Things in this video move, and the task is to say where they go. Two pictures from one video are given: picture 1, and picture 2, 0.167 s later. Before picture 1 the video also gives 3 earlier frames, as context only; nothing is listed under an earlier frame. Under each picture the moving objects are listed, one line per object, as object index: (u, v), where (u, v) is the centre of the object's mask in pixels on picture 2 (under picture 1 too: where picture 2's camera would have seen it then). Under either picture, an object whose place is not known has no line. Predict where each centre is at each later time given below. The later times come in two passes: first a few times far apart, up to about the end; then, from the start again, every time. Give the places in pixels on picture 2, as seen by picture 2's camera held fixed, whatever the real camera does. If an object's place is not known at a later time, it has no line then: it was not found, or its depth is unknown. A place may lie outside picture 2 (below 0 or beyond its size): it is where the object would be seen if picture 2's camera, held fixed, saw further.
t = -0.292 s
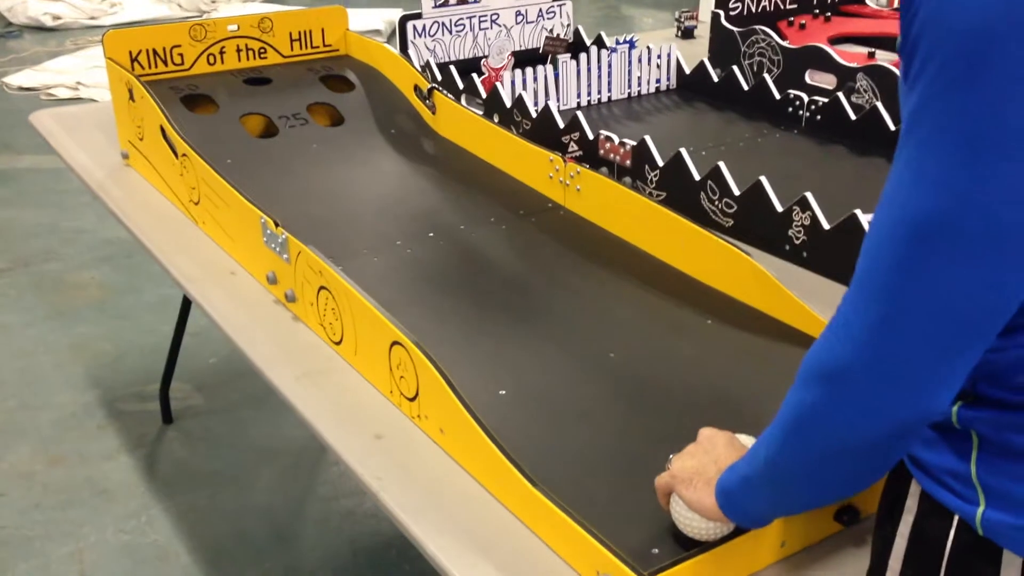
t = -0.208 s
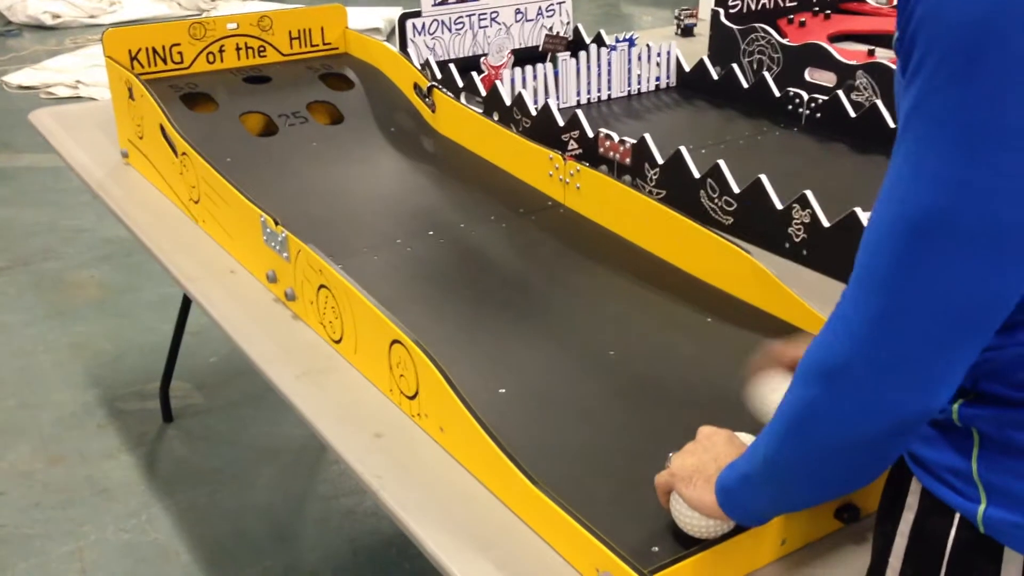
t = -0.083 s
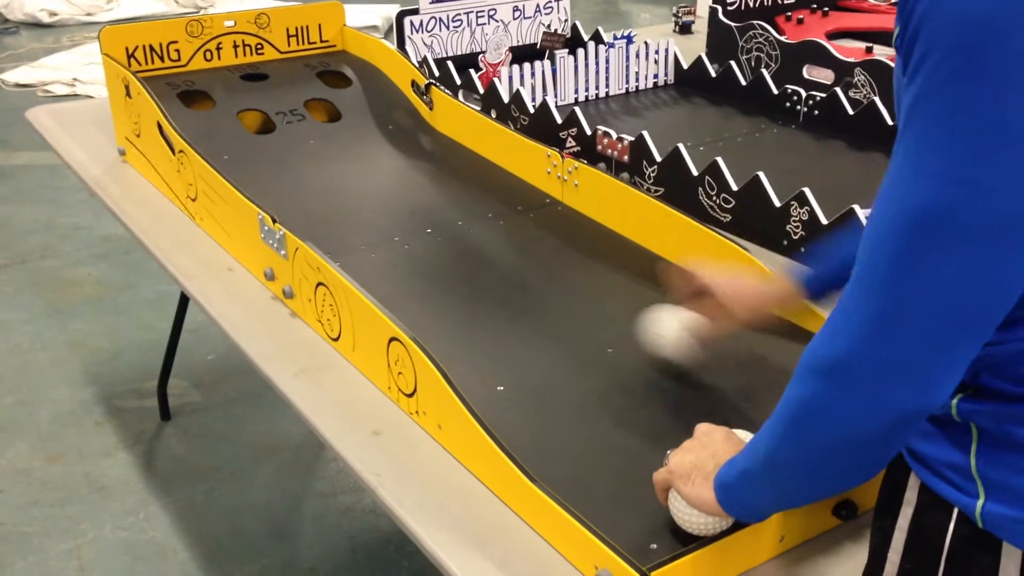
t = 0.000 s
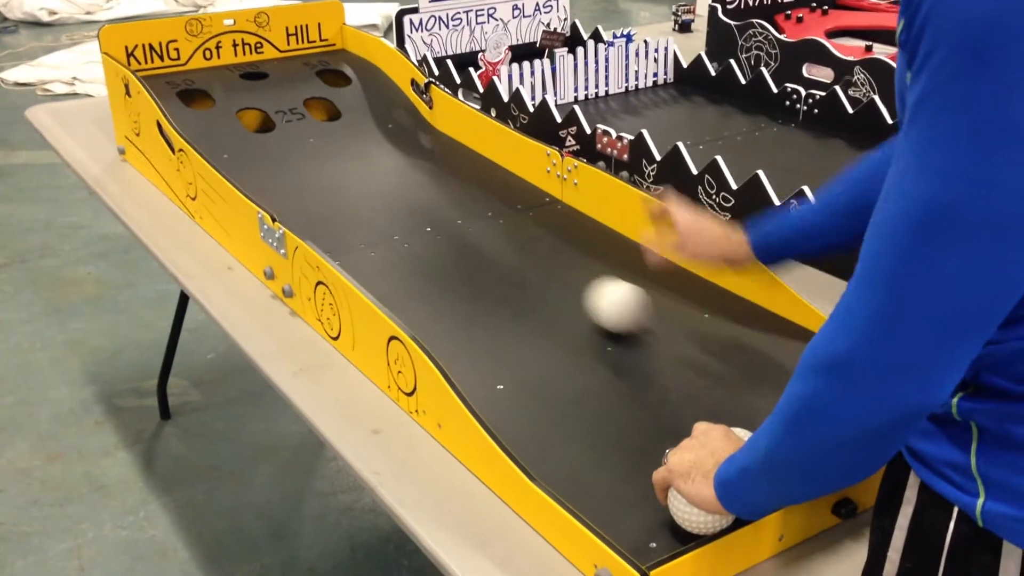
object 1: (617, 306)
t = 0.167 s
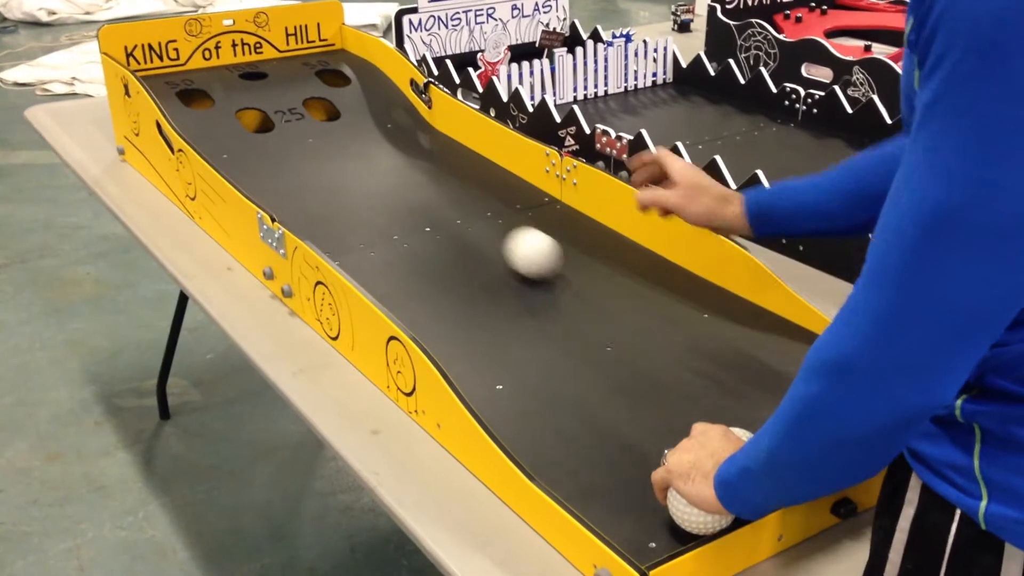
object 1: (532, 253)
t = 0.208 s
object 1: (514, 242)
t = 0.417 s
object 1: (435, 190)
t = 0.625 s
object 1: (373, 150)
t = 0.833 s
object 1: (324, 107)
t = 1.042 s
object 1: (325, 77)
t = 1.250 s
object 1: (357, 71)
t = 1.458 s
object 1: (388, 85)
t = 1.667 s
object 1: (408, 121)
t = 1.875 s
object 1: (440, 156)
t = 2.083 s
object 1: (475, 195)
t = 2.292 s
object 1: (516, 244)
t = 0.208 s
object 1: (514, 242)
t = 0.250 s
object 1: (497, 230)
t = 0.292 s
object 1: (480, 220)
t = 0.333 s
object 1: (465, 210)
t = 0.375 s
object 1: (450, 200)
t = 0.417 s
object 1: (435, 190)
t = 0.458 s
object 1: (422, 182)
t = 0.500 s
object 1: (409, 174)
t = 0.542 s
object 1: (396, 166)
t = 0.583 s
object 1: (384, 158)
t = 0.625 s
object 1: (373, 150)
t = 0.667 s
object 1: (361, 141)
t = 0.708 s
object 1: (351, 133)
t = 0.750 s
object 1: (341, 124)
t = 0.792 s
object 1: (332, 115)
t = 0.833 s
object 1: (324, 107)
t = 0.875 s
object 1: (317, 100)
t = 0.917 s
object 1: (314, 94)
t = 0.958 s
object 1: (315, 86)
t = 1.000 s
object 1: (320, 80)
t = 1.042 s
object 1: (325, 77)
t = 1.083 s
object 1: (331, 74)
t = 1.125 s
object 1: (337, 72)
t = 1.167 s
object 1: (343, 71)
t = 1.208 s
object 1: (350, 71)
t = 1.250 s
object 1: (357, 71)
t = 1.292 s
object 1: (364, 72)
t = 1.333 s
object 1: (372, 73)
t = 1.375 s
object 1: (380, 76)
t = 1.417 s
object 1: (387, 80)
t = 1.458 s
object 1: (388, 85)
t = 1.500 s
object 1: (391, 91)
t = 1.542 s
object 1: (394, 98)
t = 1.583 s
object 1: (398, 105)
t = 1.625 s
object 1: (403, 113)
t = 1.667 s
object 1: (408, 121)
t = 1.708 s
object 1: (414, 128)
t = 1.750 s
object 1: (421, 135)
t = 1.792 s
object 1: (427, 142)
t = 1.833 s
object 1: (433, 149)
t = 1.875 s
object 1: (440, 156)
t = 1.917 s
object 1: (446, 163)
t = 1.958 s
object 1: (453, 171)
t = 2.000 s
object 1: (460, 179)
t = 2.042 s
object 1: (467, 187)
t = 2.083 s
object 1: (475, 195)
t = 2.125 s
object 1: (482, 204)
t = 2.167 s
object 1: (490, 213)
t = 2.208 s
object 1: (498, 223)
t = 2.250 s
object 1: (507, 233)
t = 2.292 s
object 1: (516, 244)
